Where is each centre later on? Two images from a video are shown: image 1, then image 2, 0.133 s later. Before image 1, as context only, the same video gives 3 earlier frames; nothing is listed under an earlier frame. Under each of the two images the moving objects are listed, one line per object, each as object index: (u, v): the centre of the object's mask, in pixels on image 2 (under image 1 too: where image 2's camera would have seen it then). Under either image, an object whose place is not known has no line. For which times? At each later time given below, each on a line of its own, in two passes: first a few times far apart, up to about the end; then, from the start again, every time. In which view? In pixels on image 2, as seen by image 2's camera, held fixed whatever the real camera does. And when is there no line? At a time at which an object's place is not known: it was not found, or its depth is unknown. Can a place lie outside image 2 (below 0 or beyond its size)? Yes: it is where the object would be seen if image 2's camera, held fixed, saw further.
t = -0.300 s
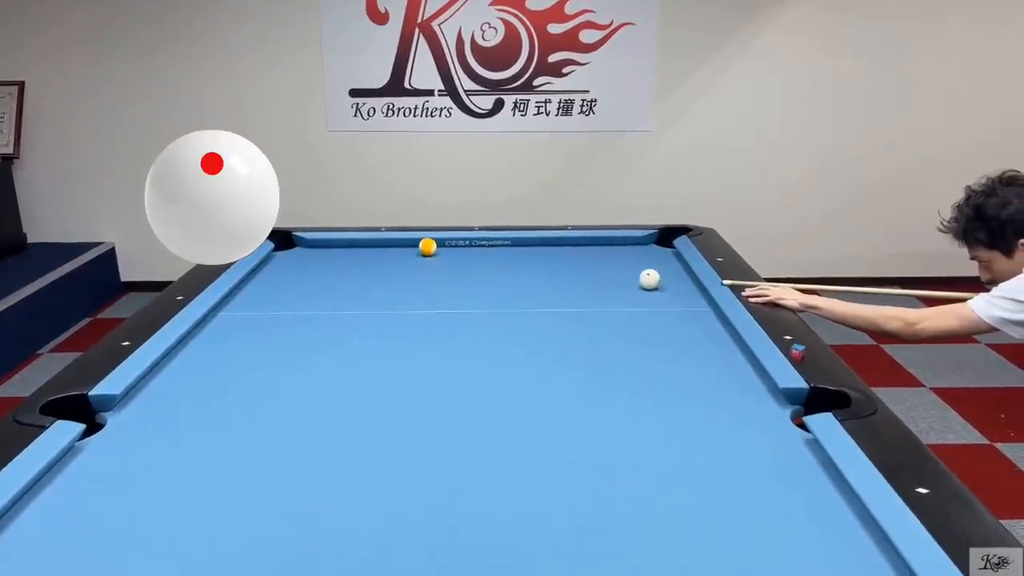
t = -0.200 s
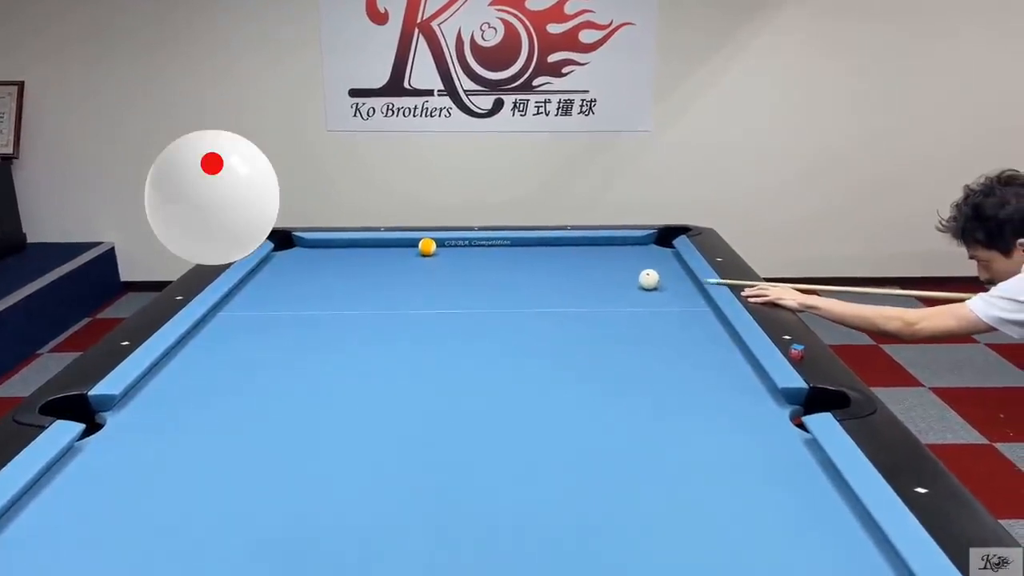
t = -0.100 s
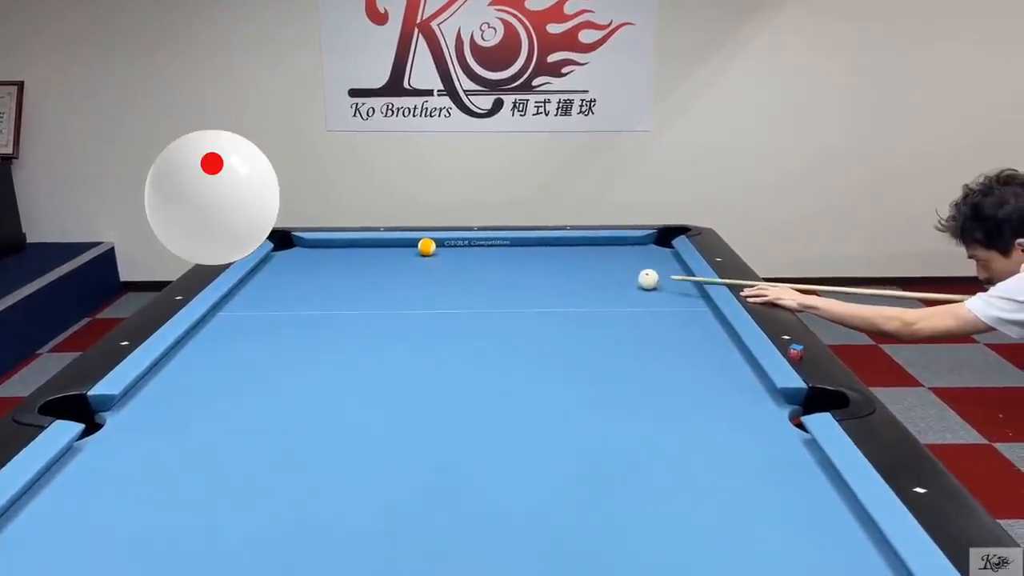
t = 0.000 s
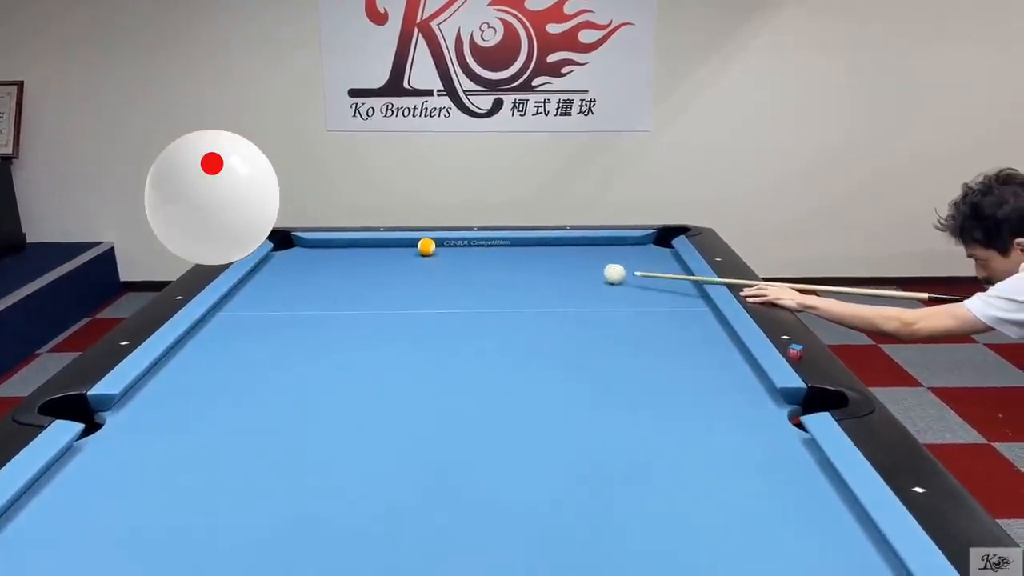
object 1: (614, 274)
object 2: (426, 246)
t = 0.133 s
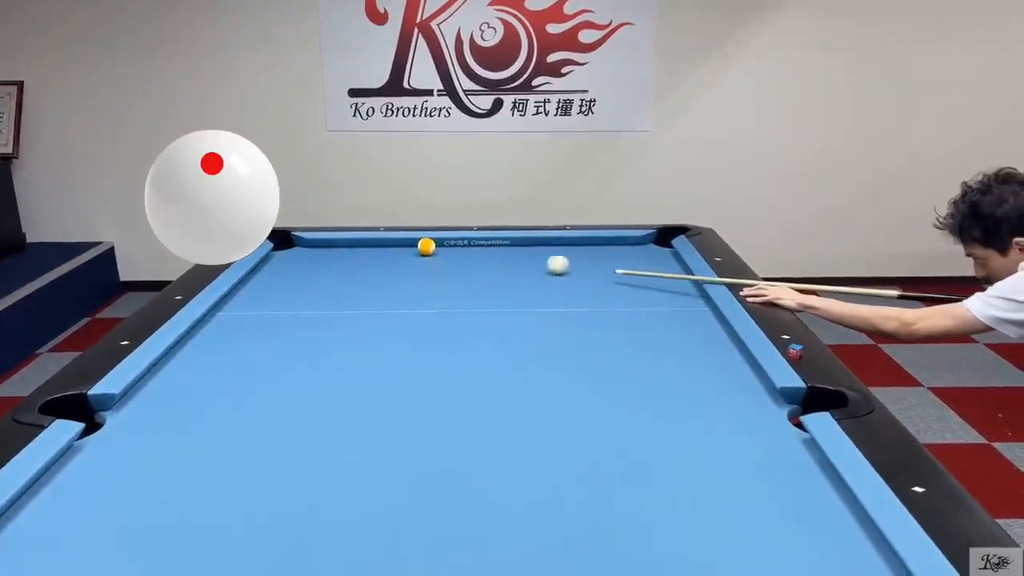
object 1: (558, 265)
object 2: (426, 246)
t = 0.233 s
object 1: (518, 259)
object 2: (426, 246)
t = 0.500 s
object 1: (444, 245)
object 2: (406, 246)
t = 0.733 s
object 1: (434, 247)
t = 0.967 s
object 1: (422, 252)
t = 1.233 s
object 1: (409, 259)
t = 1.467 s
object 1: (397, 264)
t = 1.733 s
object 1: (383, 270)
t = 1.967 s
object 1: (372, 276)
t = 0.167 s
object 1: (544, 263)
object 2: (426, 246)
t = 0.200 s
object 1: (531, 261)
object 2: (426, 246)
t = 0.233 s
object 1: (518, 259)
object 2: (426, 246)
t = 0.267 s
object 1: (506, 257)
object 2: (426, 246)
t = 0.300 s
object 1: (493, 255)
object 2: (426, 246)
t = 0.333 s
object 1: (481, 253)
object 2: (426, 246)
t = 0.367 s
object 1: (469, 251)
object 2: (426, 246)
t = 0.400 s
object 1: (457, 249)
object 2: (426, 247)
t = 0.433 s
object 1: (446, 247)
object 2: (426, 247)
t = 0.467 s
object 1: (444, 246)
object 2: (417, 246)
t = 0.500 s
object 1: (444, 245)
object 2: (406, 246)
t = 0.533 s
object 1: (443, 243)
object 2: (395, 246)
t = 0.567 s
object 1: (443, 242)
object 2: (385, 245)
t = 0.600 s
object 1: (441, 243)
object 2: (376, 245)
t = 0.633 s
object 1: (440, 244)
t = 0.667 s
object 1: (438, 245)
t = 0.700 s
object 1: (436, 246)
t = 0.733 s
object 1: (434, 247)
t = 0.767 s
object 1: (433, 247)
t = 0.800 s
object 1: (431, 248)
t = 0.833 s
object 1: (429, 249)
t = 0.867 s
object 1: (427, 250)
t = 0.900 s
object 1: (426, 251)
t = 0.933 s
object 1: (424, 251)
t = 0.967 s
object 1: (422, 252)
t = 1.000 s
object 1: (421, 253)
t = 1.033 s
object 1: (419, 254)
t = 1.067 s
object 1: (417, 255)
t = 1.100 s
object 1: (415, 256)
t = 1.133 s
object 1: (414, 256)
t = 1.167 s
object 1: (412, 257)
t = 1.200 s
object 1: (411, 258)
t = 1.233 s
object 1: (409, 259)
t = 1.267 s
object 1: (407, 260)
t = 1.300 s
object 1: (405, 261)
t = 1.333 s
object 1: (403, 261)
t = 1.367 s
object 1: (402, 262)
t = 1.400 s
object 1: (400, 263)
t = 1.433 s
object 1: (398, 263)
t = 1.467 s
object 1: (397, 264)
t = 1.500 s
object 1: (395, 265)
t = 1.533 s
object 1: (393, 266)
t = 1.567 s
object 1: (391, 267)
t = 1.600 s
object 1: (390, 268)
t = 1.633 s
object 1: (388, 268)
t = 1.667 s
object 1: (386, 269)
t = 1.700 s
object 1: (385, 270)
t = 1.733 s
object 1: (383, 270)
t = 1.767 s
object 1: (381, 271)
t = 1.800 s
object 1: (380, 272)
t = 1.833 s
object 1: (378, 273)
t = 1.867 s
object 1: (377, 273)
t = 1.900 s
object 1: (375, 274)
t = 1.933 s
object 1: (373, 275)
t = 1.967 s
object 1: (372, 276)
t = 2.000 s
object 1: (370, 277)
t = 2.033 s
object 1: (368, 277)
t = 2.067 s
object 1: (367, 278)
